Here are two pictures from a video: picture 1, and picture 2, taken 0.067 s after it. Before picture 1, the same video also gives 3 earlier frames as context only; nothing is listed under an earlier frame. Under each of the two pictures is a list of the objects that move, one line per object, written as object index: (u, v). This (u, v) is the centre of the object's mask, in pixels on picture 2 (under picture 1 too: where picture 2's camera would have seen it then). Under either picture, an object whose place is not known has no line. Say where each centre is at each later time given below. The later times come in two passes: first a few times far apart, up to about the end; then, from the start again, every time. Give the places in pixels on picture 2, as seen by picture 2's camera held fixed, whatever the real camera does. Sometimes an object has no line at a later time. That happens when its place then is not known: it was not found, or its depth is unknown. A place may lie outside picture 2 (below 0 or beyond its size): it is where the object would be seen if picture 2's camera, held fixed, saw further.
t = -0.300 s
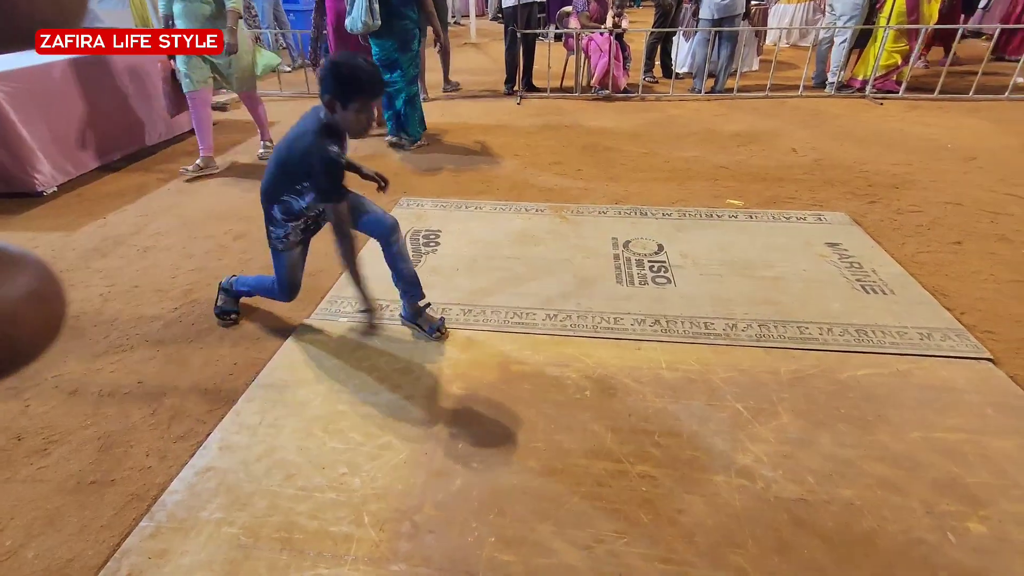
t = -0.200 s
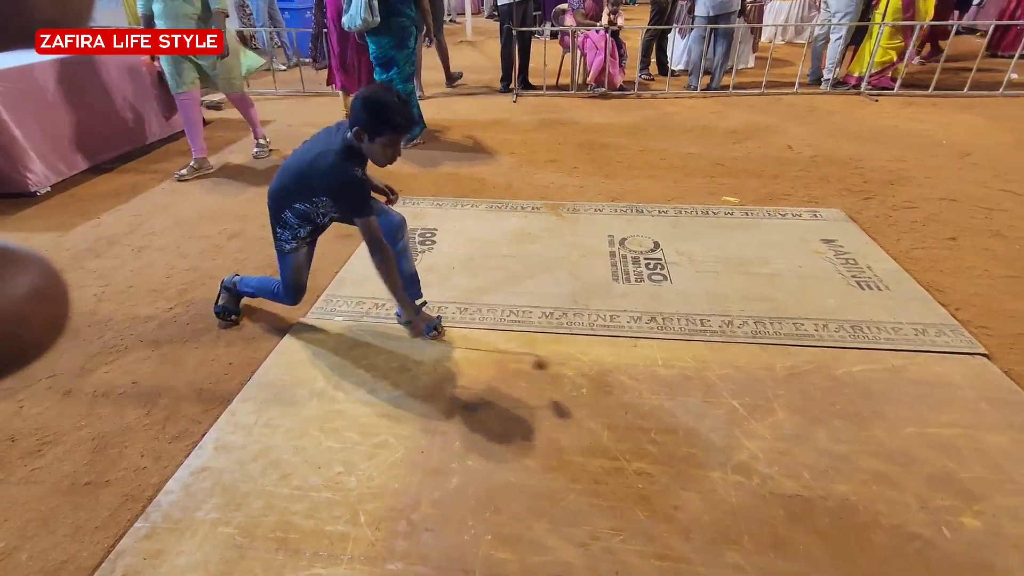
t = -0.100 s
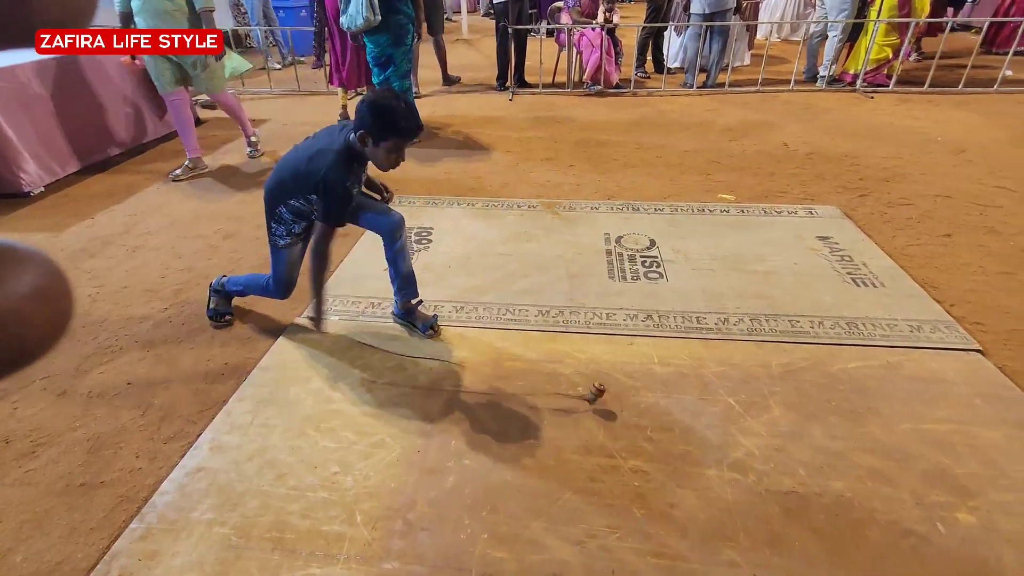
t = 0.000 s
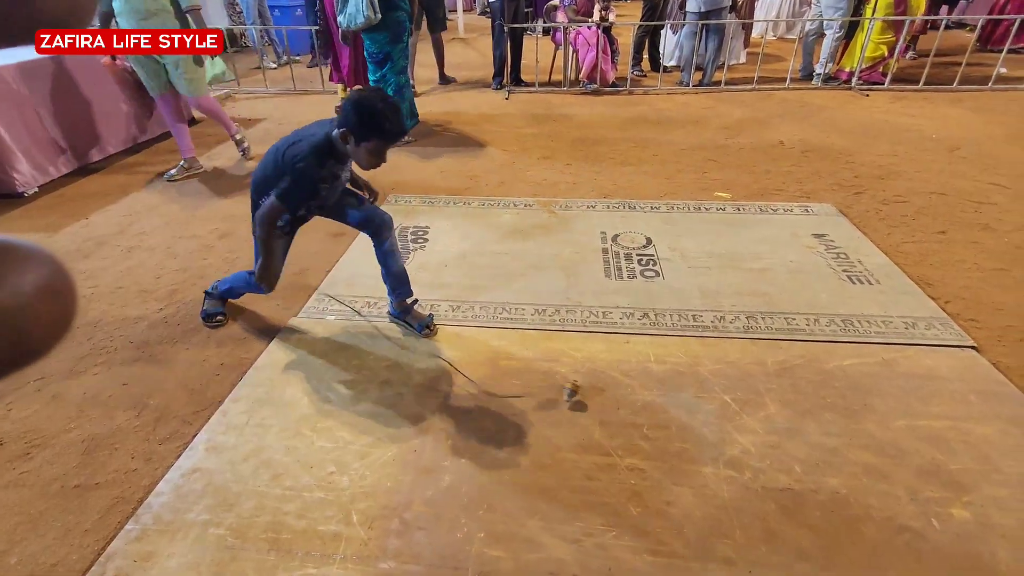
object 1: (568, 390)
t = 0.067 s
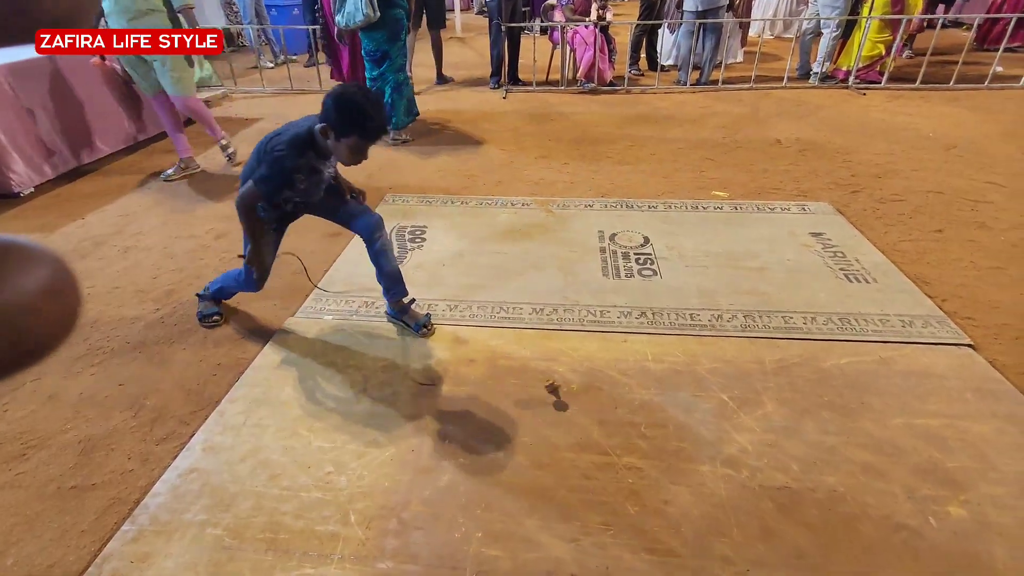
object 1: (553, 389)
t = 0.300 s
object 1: (530, 386)
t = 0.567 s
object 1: (508, 386)
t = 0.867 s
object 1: (499, 394)
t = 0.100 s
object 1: (547, 390)
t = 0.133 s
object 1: (541, 392)
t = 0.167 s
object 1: (537, 391)
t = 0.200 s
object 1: (536, 390)
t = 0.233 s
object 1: (533, 389)
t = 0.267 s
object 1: (531, 388)
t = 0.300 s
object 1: (530, 386)
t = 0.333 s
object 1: (528, 385)
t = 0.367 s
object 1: (524, 384)
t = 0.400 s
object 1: (521, 384)
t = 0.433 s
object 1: (518, 384)
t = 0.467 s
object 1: (515, 384)
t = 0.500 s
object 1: (513, 385)
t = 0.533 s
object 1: (510, 385)
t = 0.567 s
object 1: (508, 386)
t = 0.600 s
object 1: (506, 387)
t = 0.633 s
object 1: (504, 388)
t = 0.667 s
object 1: (503, 390)
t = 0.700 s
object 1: (503, 391)
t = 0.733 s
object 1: (501, 392)
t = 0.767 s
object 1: (499, 392)
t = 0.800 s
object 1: (498, 392)
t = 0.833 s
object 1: (498, 393)
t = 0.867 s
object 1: (499, 394)
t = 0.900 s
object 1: (500, 395)
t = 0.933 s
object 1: (501, 395)
